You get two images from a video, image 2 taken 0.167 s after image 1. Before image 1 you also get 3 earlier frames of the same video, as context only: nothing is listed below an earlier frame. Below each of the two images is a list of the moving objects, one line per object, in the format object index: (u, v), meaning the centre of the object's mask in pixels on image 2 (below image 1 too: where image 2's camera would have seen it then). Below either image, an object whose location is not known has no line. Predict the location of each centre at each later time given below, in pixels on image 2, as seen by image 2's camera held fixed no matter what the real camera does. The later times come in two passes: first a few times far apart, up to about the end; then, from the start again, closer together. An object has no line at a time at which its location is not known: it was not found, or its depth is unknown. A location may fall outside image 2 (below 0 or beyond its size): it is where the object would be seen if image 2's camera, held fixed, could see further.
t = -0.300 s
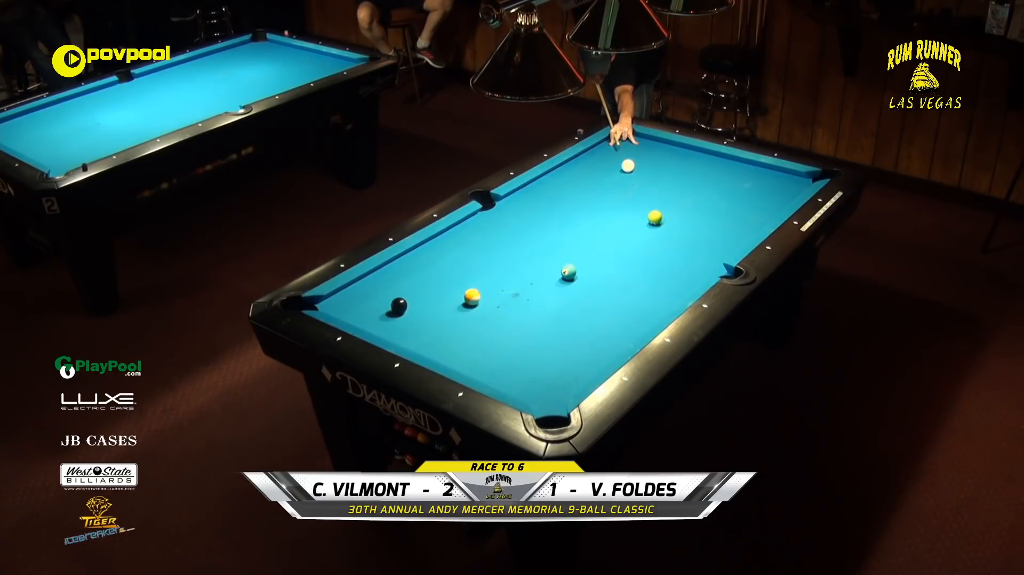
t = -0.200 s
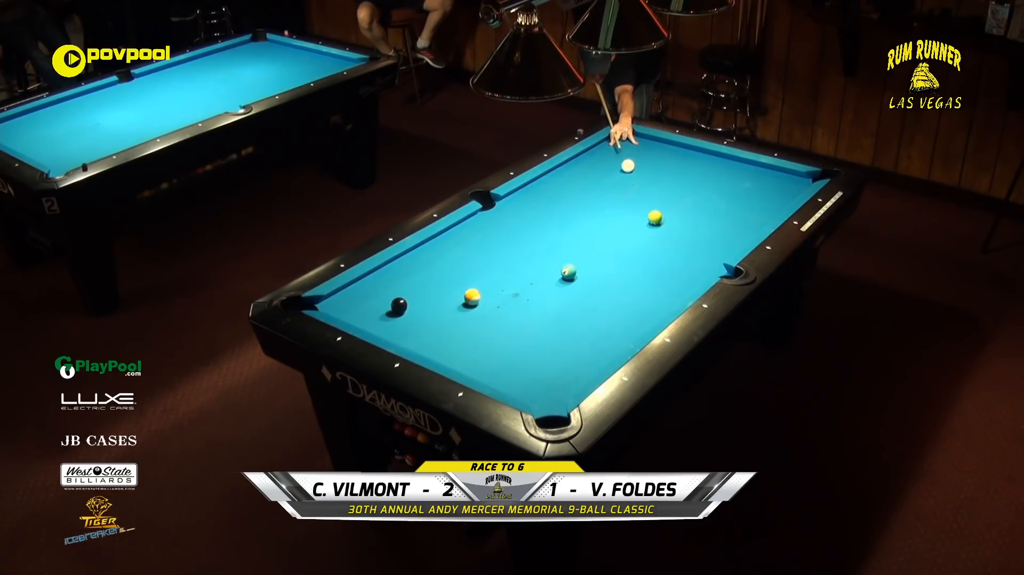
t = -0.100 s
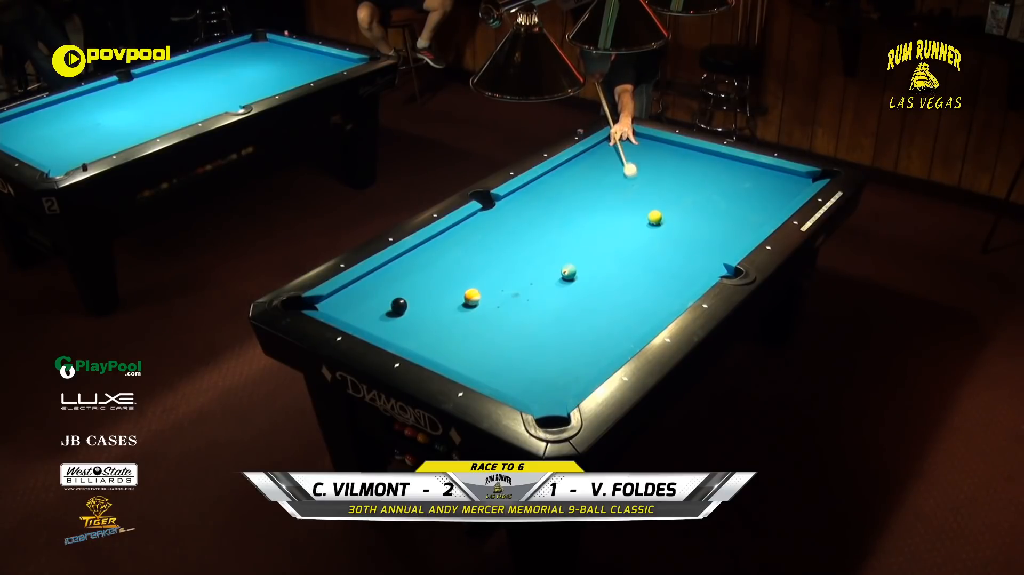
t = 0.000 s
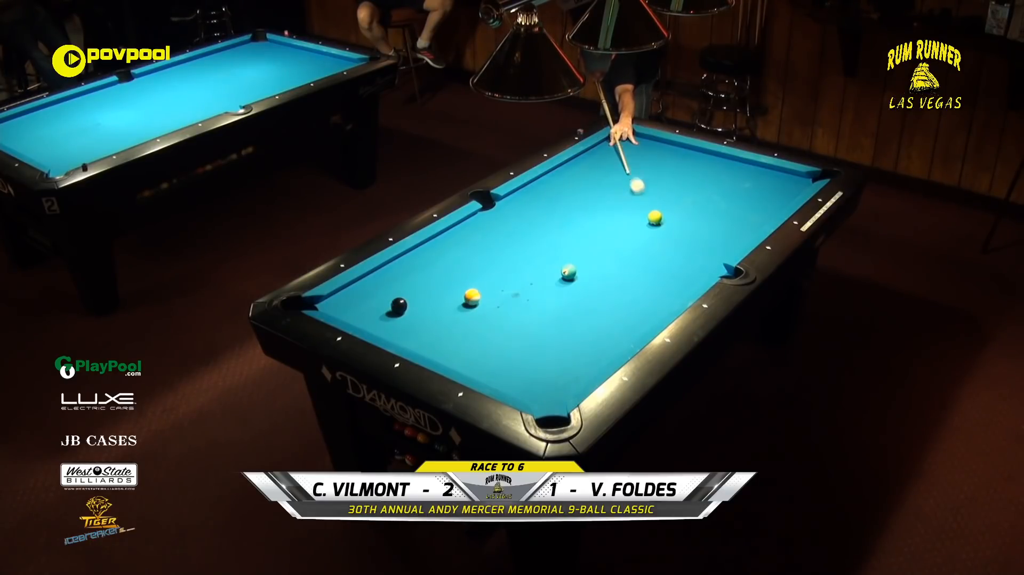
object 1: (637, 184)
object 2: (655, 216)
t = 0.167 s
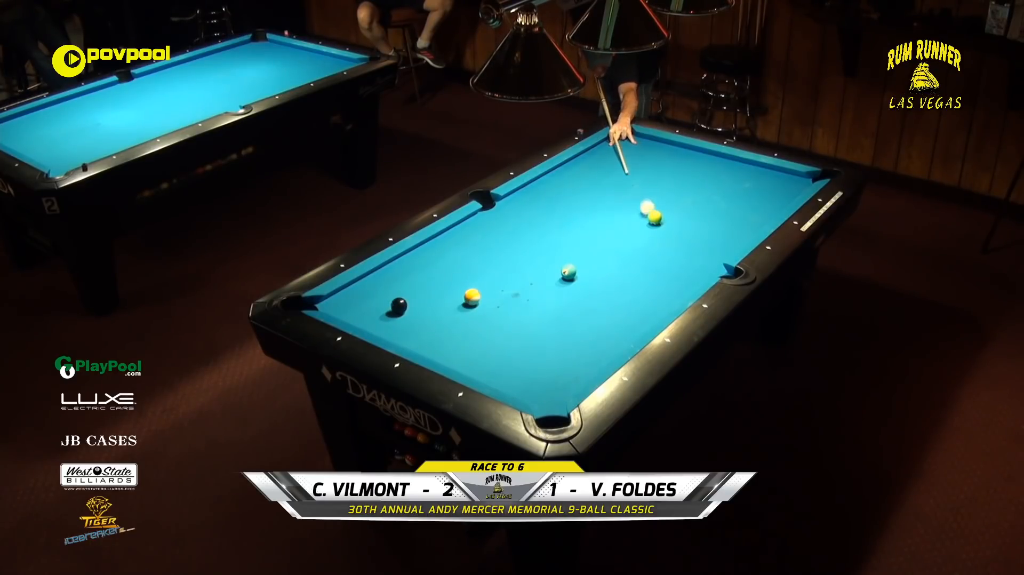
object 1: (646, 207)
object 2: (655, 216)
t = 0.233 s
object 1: (647, 211)
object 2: (658, 220)
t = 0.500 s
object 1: (637, 214)
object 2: (680, 241)
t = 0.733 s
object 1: (630, 216)
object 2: (698, 259)
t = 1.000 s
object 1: (623, 217)
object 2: (721, 275)
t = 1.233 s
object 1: (617, 219)
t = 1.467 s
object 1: (613, 221)
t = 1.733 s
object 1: (609, 221)
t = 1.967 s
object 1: (607, 222)
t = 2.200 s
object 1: (606, 222)
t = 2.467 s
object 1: (606, 222)
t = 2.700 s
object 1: (606, 222)
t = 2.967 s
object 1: (606, 222)
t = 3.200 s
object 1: (606, 223)
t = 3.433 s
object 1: (606, 222)
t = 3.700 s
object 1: (606, 222)
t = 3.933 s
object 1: (606, 222)
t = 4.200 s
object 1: (606, 222)
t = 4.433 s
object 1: (606, 222)
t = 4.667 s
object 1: (606, 222)
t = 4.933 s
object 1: (606, 223)
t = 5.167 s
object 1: (606, 223)
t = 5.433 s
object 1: (606, 222)
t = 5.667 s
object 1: (606, 223)
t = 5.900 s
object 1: (606, 222)
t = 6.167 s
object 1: (606, 222)
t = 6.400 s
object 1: (606, 223)
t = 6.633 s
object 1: (606, 222)
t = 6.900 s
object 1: (606, 222)
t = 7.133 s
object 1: (606, 222)
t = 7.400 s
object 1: (606, 223)
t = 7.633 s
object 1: (606, 223)
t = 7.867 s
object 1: (606, 222)
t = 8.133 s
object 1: (606, 222)
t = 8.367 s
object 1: (606, 223)
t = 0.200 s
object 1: (647, 210)
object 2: (655, 217)
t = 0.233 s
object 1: (647, 211)
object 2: (658, 220)
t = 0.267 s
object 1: (646, 211)
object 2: (661, 223)
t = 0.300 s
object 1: (644, 212)
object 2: (664, 226)
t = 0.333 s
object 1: (643, 212)
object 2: (666, 228)
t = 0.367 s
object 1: (642, 212)
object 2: (669, 231)
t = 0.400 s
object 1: (641, 213)
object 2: (672, 233)
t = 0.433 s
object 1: (640, 213)
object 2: (674, 236)
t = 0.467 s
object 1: (639, 214)
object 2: (677, 238)
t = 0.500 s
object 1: (637, 214)
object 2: (680, 241)
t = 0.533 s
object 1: (637, 214)
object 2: (682, 243)
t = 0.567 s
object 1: (635, 214)
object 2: (685, 246)
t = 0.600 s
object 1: (634, 215)
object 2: (687, 248)
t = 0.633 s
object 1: (633, 215)
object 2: (690, 251)
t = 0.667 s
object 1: (632, 215)
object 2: (693, 253)
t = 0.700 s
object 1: (631, 215)
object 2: (696, 256)
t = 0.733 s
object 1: (630, 216)
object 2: (698, 259)
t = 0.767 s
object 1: (629, 216)
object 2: (701, 261)
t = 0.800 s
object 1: (628, 216)
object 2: (704, 263)
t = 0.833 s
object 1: (627, 216)
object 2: (706, 266)
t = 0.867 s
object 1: (626, 216)
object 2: (709, 268)
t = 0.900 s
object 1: (626, 217)
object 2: (712, 271)
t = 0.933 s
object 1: (625, 217)
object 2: (715, 272)
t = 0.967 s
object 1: (624, 217)
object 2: (718, 274)
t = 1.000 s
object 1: (623, 217)
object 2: (721, 275)
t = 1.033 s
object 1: (622, 218)
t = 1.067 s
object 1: (621, 218)
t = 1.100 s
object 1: (621, 218)
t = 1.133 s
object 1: (620, 219)
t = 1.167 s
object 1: (619, 219)
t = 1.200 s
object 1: (618, 219)
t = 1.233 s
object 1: (617, 219)
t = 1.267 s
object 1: (617, 220)
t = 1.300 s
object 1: (616, 220)
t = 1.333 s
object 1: (616, 220)
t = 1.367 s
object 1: (615, 220)
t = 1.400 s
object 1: (614, 220)
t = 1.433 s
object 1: (614, 220)
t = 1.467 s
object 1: (613, 221)
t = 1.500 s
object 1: (613, 221)
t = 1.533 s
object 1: (612, 221)
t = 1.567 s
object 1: (612, 221)
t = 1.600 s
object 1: (611, 221)
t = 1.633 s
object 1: (611, 221)
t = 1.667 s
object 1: (610, 221)
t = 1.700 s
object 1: (610, 221)
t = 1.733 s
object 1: (609, 221)
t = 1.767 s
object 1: (609, 221)
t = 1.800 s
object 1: (609, 221)
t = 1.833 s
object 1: (608, 222)
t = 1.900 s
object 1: (608, 222)
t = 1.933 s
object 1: (608, 222)
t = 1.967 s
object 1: (607, 222)
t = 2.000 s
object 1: (607, 222)
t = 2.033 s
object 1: (607, 222)
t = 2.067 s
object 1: (607, 222)
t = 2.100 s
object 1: (606, 222)
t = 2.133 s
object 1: (606, 222)
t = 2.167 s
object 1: (606, 222)
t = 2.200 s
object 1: (606, 222)
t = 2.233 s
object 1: (606, 222)
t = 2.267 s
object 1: (606, 222)
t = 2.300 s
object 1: (606, 223)
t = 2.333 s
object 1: (606, 222)
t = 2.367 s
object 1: (606, 223)
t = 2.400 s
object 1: (606, 222)
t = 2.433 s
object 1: (606, 223)
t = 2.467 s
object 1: (606, 222)
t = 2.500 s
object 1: (606, 223)
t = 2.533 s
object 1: (606, 222)
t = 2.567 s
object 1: (606, 222)
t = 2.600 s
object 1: (606, 223)
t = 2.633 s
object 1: (606, 222)
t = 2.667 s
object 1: (606, 223)
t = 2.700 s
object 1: (606, 222)
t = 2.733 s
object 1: (606, 223)
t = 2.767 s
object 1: (606, 222)
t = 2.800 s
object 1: (606, 223)
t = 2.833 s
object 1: (606, 222)
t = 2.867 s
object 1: (606, 223)
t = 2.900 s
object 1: (606, 222)
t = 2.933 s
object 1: (606, 223)
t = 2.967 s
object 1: (606, 222)
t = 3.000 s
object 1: (606, 223)
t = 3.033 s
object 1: (606, 222)
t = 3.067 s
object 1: (606, 223)
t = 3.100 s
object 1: (606, 222)
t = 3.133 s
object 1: (606, 223)
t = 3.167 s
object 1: (606, 222)
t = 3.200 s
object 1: (606, 223)
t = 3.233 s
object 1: (606, 222)
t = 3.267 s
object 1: (606, 223)
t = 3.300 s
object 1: (606, 223)
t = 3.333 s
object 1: (606, 222)
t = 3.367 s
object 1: (606, 223)
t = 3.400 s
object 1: (606, 223)
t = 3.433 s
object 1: (606, 222)
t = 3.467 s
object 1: (606, 223)
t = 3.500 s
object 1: (606, 222)
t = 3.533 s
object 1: (606, 223)
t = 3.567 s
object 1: (606, 222)
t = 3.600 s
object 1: (606, 223)
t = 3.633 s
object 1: (606, 222)
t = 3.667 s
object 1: (606, 223)
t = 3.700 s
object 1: (606, 222)
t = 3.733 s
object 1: (606, 223)
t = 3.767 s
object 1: (606, 223)
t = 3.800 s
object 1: (606, 222)
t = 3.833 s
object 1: (606, 223)
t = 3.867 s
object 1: (606, 222)
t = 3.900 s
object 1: (606, 223)
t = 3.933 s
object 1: (606, 222)
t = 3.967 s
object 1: (606, 223)
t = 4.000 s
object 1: (606, 222)
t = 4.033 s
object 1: (606, 223)
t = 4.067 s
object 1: (606, 222)
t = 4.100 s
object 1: (606, 223)
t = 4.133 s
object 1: (606, 222)
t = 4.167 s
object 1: (606, 223)
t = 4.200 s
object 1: (606, 222)
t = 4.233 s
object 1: (606, 223)
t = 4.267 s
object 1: (606, 223)
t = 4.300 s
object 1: (606, 222)
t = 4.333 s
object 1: (606, 223)
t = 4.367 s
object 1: (606, 222)
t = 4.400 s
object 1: (606, 223)
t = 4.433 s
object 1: (606, 222)
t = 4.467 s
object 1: (606, 223)
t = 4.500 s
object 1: (606, 223)
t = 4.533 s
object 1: (606, 222)
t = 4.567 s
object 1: (606, 223)
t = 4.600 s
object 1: (606, 222)
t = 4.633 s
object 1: (606, 223)
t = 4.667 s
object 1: (606, 222)
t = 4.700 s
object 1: (606, 223)
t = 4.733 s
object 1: (606, 223)
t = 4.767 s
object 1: (606, 222)
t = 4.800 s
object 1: (606, 223)
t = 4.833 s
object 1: (606, 222)
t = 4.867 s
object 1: (606, 223)
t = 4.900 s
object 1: (606, 222)
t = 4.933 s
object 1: (606, 223)
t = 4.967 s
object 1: (606, 222)
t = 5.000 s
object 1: (606, 223)
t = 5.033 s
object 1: (606, 222)
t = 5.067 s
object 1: (606, 223)
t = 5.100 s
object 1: (606, 222)
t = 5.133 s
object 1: (606, 223)
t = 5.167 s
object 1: (606, 223)
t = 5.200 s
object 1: (606, 222)
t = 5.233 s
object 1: (606, 223)
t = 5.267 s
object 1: (606, 223)
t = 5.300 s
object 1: (606, 222)
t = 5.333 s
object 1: (606, 223)
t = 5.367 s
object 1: (606, 222)
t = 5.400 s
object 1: (606, 223)
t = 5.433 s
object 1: (606, 222)
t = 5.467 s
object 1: (606, 223)
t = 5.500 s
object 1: (606, 222)
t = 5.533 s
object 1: (606, 223)
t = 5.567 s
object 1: (606, 222)
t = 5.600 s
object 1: (606, 223)
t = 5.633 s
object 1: (606, 222)
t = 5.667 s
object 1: (606, 223)
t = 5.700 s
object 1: (606, 222)
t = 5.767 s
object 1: (606, 222)
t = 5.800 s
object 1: (606, 222)
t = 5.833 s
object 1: (606, 222)
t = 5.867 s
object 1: (606, 222)
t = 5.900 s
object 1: (606, 222)
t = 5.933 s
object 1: (606, 223)
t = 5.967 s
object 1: (606, 222)
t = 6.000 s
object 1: (606, 222)
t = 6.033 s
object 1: (606, 222)
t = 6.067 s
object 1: (606, 223)
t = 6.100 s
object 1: (606, 222)
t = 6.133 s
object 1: (606, 223)
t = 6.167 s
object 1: (606, 222)
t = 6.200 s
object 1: (606, 223)
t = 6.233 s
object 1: (606, 222)
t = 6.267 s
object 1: (606, 223)
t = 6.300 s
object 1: (606, 222)
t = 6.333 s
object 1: (606, 223)
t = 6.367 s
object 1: (606, 222)
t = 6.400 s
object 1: (606, 223)
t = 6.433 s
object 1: (606, 222)
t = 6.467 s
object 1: (606, 223)
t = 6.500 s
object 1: (606, 222)
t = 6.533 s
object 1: (606, 223)
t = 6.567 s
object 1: (606, 222)
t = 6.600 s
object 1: (606, 223)
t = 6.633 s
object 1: (606, 222)
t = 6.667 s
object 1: (606, 223)
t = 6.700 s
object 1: (606, 222)
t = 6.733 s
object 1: (606, 223)
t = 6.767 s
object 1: (606, 222)
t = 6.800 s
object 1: (606, 222)
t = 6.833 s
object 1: (606, 223)
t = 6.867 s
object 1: (606, 223)
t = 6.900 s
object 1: (606, 222)
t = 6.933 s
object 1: (606, 223)
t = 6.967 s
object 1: (606, 223)
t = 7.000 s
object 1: (606, 223)
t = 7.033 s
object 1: (606, 222)
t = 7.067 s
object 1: (606, 223)
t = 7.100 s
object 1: (606, 223)
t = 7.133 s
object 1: (606, 222)
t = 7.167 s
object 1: (606, 223)
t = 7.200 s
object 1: (606, 222)
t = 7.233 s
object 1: (606, 223)
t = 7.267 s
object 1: (606, 223)
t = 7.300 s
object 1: (606, 222)
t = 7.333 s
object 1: (606, 223)
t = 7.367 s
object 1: (606, 222)
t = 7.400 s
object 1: (606, 223)
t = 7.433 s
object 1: (606, 223)
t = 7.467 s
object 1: (606, 222)
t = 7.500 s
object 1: (606, 223)
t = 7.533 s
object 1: (606, 222)
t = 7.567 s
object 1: (606, 223)
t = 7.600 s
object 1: (606, 222)
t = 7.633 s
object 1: (606, 223)
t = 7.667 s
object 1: (606, 222)
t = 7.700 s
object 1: (606, 223)
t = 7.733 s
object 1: (606, 222)
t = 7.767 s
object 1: (606, 223)
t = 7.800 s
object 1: (606, 222)
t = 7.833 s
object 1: (606, 223)
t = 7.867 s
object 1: (606, 222)
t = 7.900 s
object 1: (606, 223)
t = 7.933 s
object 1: (606, 222)
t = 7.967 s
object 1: (606, 223)
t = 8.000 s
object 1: (606, 222)
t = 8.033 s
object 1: (606, 223)
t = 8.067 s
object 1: (606, 223)
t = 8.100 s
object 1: (606, 223)
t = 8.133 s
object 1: (606, 222)
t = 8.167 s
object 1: (606, 223)
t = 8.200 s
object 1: (606, 222)
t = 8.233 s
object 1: (606, 223)
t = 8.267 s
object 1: (606, 223)
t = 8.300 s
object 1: (606, 223)
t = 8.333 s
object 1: (606, 223)
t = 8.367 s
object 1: (606, 223)
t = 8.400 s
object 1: (606, 222)
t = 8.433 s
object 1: (606, 222)
